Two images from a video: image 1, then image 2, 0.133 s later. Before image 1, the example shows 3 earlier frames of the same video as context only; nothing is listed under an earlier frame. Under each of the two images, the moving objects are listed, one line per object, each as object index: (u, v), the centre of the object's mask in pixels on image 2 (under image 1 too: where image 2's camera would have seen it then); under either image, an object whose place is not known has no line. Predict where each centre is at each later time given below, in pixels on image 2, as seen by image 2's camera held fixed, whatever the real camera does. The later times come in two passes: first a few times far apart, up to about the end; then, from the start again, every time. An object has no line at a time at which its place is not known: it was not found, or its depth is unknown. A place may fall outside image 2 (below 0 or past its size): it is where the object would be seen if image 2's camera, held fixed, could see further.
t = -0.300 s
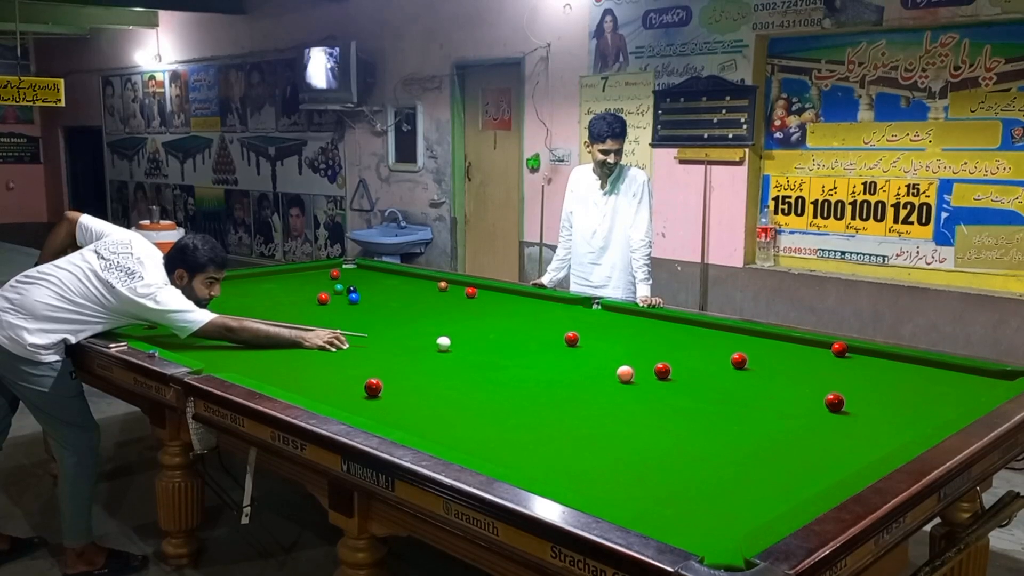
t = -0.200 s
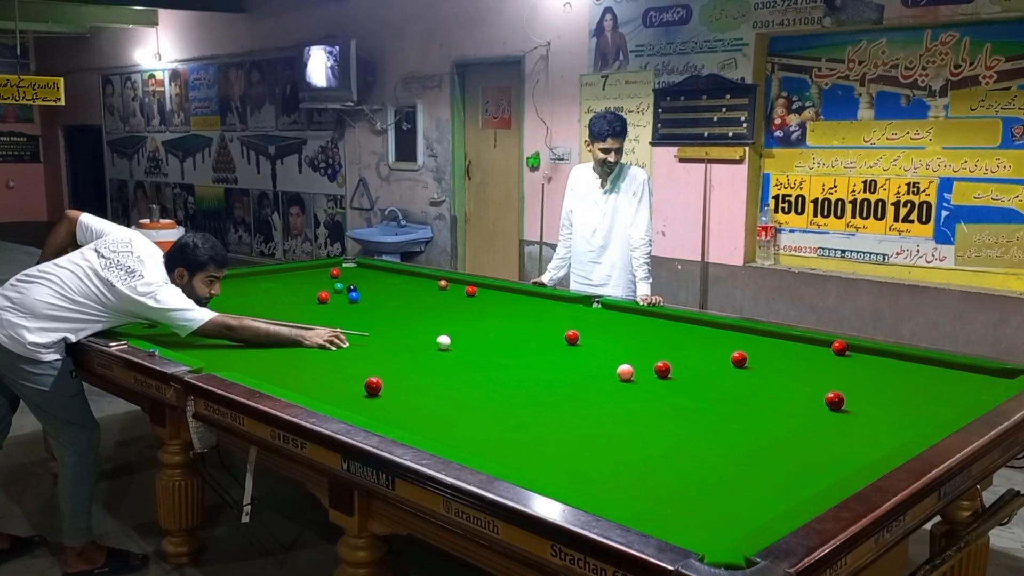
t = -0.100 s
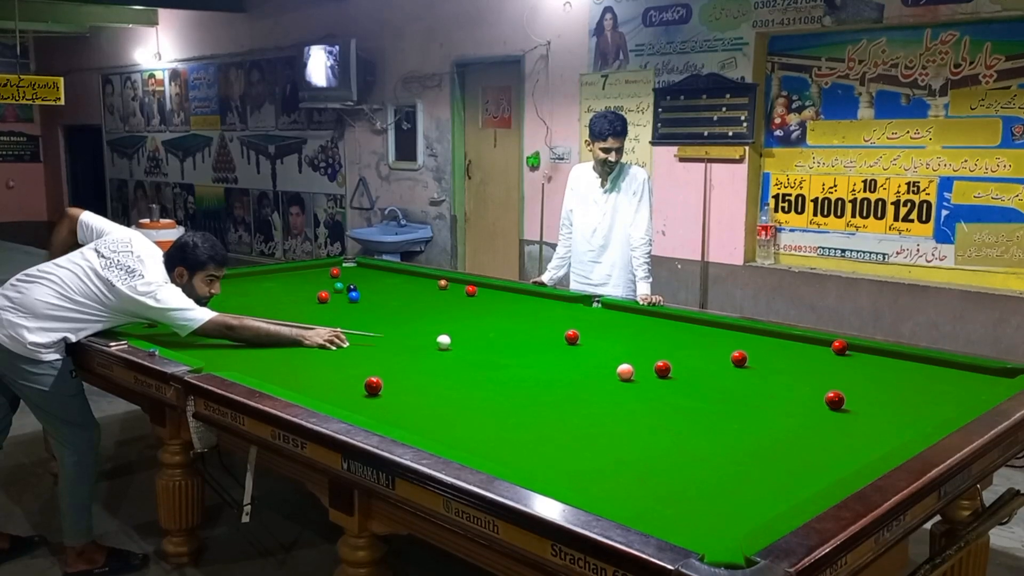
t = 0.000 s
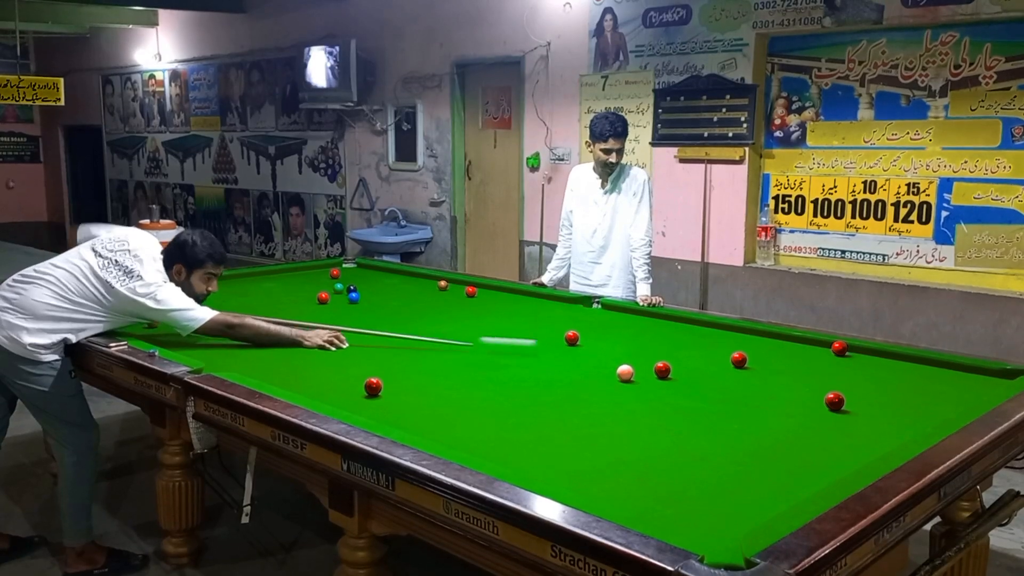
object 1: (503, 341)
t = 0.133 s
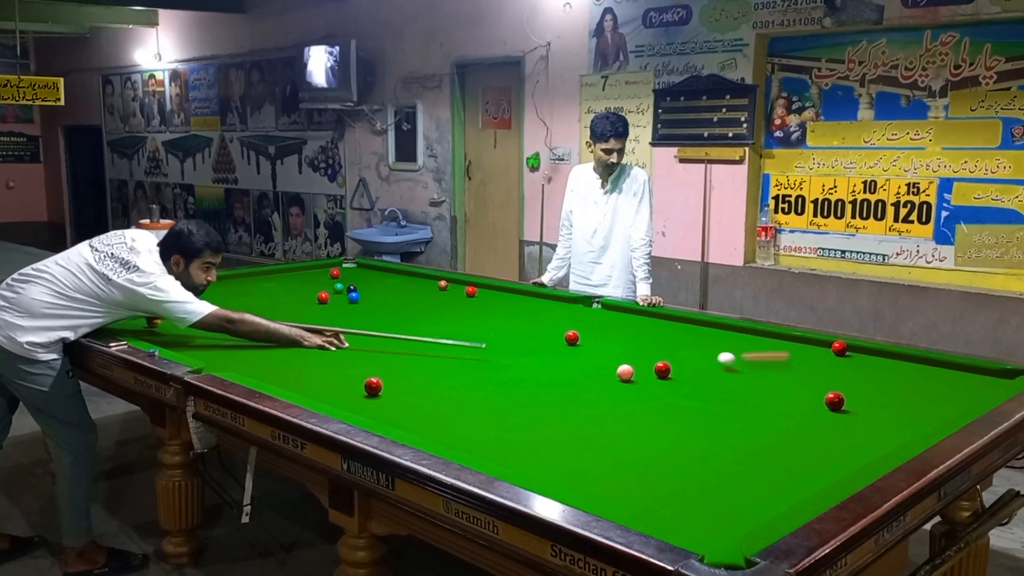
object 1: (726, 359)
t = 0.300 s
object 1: (763, 384)
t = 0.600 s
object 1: (882, 430)
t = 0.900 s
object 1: (823, 417)
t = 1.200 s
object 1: (752, 398)
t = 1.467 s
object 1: (700, 384)
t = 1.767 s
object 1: (650, 372)
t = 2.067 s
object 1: (611, 362)
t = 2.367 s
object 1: (582, 356)
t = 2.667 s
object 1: (555, 349)
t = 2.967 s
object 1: (532, 343)
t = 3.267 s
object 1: (511, 338)
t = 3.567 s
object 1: (494, 334)
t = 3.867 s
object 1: (478, 330)
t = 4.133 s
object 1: (466, 327)
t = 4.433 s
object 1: (454, 325)
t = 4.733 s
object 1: (443, 323)
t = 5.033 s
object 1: (435, 321)
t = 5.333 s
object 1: (428, 320)
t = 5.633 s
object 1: (423, 319)
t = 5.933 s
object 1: (419, 318)
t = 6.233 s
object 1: (417, 318)
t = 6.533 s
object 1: (417, 318)
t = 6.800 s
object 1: (418, 318)
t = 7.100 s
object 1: (418, 318)
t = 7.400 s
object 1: (418, 318)
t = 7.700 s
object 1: (418, 318)
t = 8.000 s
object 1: (418, 318)
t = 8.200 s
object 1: (418, 318)
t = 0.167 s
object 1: (732, 361)
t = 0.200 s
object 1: (738, 368)
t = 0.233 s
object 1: (746, 374)
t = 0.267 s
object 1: (753, 380)
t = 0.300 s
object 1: (763, 384)
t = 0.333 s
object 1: (773, 389)
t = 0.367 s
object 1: (784, 393)
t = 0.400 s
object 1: (796, 398)
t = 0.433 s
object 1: (809, 403)
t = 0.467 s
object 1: (823, 408)
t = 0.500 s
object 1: (837, 414)
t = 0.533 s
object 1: (852, 419)
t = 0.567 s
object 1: (867, 424)
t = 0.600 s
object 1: (882, 430)
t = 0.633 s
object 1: (897, 434)
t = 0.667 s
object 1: (894, 435)
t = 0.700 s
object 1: (881, 432)
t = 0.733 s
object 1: (869, 429)
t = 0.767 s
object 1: (860, 427)
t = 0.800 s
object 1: (850, 424)
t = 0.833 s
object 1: (841, 422)
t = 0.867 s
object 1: (832, 419)
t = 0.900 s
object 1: (823, 417)
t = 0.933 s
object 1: (814, 415)
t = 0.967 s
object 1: (806, 413)
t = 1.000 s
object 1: (797, 410)
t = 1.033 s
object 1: (789, 408)
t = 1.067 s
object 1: (782, 406)
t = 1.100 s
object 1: (774, 404)
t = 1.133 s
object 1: (766, 402)
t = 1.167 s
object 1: (759, 400)
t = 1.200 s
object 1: (752, 398)
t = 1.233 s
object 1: (745, 397)
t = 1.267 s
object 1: (738, 395)
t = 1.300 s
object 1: (731, 393)
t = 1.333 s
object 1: (724, 391)
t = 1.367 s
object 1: (718, 390)
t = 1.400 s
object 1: (712, 388)
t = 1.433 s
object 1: (706, 386)
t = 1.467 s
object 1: (700, 384)
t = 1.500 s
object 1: (694, 383)
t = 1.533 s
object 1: (688, 381)
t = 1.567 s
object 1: (682, 380)
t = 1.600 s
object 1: (677, 379)
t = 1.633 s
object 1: (671, 377)
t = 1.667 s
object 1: (666, 376)
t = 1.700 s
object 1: (661, 374)
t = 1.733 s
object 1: (656, 373)
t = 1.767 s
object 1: (650, 372)
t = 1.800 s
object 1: (645, 371)
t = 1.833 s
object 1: (640, 370)
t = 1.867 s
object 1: (636, 369)
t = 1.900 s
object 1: (633, 367)
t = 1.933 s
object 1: (628, 365)
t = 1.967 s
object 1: (623, 363)
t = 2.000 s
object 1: (619, 362)
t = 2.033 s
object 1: (615, 362)
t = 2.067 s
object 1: (611, 362)
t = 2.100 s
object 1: (608, 362)
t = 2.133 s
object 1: (605, 362)
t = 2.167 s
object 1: (602, 361)
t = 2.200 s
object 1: (598, 360)
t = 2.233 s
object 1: (595, 359)
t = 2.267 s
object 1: (591, 358)
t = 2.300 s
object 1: (588, 358)
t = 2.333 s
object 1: (585, 357)
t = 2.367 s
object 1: (582, 356)
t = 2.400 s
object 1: (579, 355)
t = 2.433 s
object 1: (576, 354)
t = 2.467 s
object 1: (573, 353)
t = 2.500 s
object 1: (570, 353)
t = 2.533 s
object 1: (567, 352)
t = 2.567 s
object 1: (564, 351)
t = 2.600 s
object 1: (561, 350)
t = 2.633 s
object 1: (558, 350)
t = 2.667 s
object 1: (555, 349)
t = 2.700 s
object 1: (552, 349)
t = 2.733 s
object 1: (550, 348)
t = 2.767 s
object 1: (547, 347)
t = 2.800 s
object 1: (544, 346)
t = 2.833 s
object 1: (542, 346)
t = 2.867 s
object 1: (539, 345)
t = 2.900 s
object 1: (537, 345)
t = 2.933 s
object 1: (534, 344)
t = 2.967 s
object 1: (532, 343)
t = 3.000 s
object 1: (529, 343)
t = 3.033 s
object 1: (527, 342)
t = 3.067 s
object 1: (525, 341)
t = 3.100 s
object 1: (523, 341)
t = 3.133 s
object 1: (520, 340)
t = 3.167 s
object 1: (518, 340)
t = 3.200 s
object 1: (516, 339)
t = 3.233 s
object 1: (514, 339)
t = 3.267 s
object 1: (511, 338)
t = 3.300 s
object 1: (509, 338)
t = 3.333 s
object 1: (507, 337)
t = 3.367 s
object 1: (505, 336)
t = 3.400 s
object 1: (503, 336)
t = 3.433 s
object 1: (501, 336)
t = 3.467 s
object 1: (499, 335)
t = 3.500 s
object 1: (497, 335)
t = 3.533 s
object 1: (496, 334)
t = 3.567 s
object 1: (494, 334)
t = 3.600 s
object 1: (492, 333)
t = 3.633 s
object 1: (490, 333)
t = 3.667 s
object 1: (488, 333)
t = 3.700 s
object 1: (487, 332)
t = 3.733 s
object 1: (485, 332)
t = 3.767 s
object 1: (483, 331)
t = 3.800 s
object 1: (481, 331)
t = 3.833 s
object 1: (480, 331)
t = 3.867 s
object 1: (478, 330)
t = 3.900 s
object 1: (476, 330)
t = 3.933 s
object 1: (475, 329)
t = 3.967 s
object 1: (473, 328)
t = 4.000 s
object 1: (472, 328)
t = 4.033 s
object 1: (470, 328)
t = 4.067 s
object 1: (469, 328)
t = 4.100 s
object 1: (467, 328)
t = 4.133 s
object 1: (466, 327)
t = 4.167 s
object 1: (464, 327)
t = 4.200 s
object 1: (463, 327)
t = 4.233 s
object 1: (462, 326)
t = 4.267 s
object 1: (460, 326)
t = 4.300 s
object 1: (459, 326)
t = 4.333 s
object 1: (458, 325)
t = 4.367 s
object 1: (456, 325)
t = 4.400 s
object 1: (455, 325)
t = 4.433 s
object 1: (454, 325)
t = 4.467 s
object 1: (452, 324)
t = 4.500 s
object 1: (451, 324)
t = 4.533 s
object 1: (450, 324)
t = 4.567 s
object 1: (449, 324)
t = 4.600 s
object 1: (448, 323)
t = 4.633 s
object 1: (446, 323)
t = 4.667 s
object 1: (445, 323)
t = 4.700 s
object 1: (444, 323)
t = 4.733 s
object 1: (443, 323)
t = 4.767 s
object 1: (442, 322)
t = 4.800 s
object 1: (441, 322)
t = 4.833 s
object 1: (440, 322)
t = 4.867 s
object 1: (439, 322)
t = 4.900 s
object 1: (439, 321)
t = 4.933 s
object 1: (438, 321)
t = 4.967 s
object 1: (437, 321)
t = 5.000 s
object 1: (436, 321)
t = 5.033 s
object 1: (435, 321)
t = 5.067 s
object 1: (434, 321)
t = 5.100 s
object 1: (433, 321)
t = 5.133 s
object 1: (433, 321)
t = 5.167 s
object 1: (432, 320)
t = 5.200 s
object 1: (431, 320)
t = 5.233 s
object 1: (430, 320)
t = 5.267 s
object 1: (429, 320)
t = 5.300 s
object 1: (429, 320)
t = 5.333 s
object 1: (428, 320)
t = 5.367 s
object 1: (428, 320)
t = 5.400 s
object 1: (427, 319)
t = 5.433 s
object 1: (426, 319)
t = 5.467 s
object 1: (426, 319)
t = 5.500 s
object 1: (425, 319)
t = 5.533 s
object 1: (424, 319)
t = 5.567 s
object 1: (424, 319)
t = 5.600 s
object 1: (423, 319)
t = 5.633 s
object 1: (423, 319)
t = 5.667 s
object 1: (422, 319)
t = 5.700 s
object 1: (422, 319)
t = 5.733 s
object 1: (421, 319)
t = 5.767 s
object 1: (421, 319)
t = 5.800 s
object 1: (420, 319)
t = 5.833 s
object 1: (420, 319)
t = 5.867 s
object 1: (420, 318)
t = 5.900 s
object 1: (419, 318)
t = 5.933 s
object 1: (419, 318)
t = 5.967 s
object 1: (419, 318)
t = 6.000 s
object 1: (419, 318)
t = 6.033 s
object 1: (418, 318)
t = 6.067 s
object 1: (418, 318)
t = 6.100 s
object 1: (418, 318)
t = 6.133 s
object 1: (418, 318)
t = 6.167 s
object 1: (418, 318)
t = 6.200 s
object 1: (417, 318)
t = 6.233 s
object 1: (417, 318)
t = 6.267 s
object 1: (417, 318)
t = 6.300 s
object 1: (417, 318)
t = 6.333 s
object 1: (417, 318)
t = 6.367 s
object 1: (417, 318)
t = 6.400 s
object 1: (417, 318)
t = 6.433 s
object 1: (417, 318)
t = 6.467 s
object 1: (417, 318)
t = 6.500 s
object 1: (417, 318)
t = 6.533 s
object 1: (417, 318)
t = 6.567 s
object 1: (417, 318)
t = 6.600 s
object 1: (418, 318)
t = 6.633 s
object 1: (417, 318)
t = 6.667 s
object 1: (418, 318)
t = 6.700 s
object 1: (418, 318)
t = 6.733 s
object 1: (418, 318)
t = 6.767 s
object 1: (418, 318)
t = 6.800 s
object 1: (418, 318)
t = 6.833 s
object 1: (418, 318)
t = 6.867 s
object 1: (417, 318)
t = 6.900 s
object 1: (417, 318)
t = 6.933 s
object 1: (417, 318)
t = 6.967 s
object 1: (418, 318)
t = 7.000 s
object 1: (418, 318)
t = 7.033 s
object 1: (418, 318)
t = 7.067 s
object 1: (418, 318)
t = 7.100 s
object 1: (418, 318)
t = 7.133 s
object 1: (417, 318)
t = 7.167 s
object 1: (418, 318)
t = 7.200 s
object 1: (417, 318)
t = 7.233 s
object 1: (417, 318)
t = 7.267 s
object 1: (418, 318)
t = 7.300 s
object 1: (418, 318)
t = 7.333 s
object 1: (418, 318)
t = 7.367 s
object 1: (418, 318)
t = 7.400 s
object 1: (418, 318)
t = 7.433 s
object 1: (418, 318)
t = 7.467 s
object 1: (418, 318)
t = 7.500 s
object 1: (417, 318)
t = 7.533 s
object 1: (418, 318)
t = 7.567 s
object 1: (418, 318)
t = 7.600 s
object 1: (418, 318)
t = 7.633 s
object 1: (418, 318)
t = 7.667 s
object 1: (418, 318)
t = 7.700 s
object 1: (418, 318)
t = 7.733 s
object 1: (418, 318)
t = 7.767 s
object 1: (418, 318)
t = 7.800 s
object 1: (418, 318)
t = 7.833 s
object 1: (418, 318)
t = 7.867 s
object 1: (418, 318)
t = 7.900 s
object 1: (418, 318)
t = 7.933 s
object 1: (418, 318)
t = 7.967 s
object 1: (418, 318)
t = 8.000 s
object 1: (418, 318)
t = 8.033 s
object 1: (418, 318)
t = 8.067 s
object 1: (418, 318)
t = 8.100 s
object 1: (418, 318)
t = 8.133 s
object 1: (418, 318)
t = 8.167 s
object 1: (418, 318)
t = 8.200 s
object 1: (418, 318)
